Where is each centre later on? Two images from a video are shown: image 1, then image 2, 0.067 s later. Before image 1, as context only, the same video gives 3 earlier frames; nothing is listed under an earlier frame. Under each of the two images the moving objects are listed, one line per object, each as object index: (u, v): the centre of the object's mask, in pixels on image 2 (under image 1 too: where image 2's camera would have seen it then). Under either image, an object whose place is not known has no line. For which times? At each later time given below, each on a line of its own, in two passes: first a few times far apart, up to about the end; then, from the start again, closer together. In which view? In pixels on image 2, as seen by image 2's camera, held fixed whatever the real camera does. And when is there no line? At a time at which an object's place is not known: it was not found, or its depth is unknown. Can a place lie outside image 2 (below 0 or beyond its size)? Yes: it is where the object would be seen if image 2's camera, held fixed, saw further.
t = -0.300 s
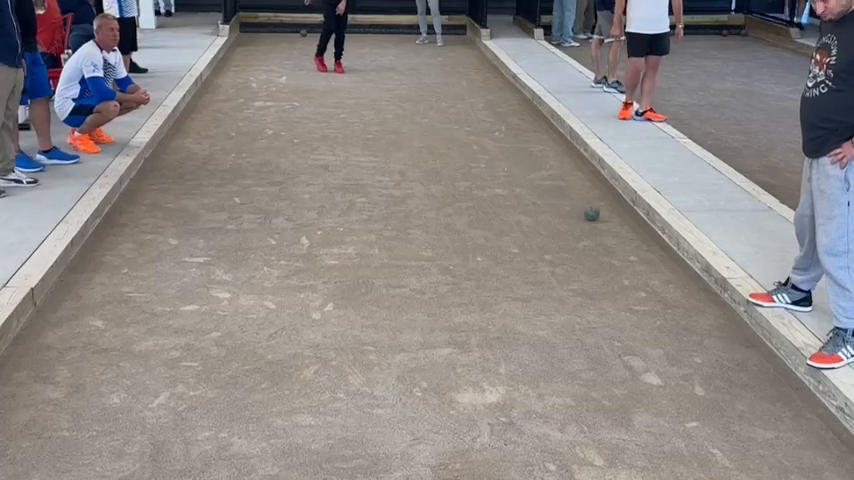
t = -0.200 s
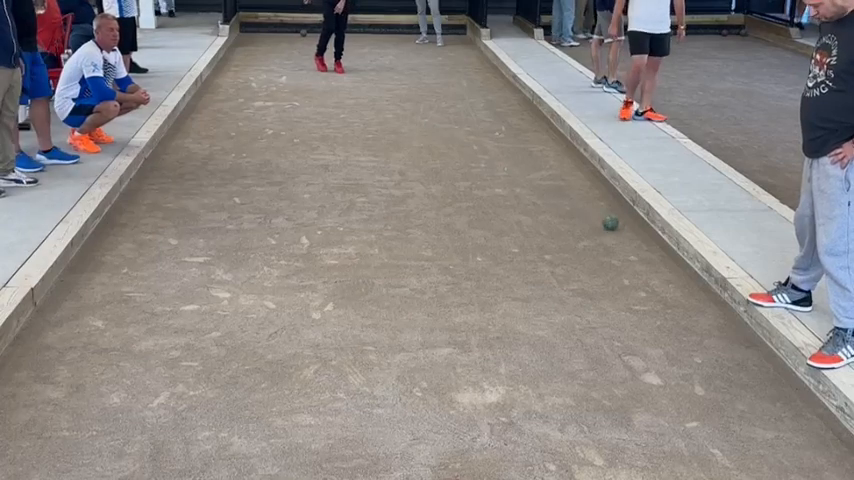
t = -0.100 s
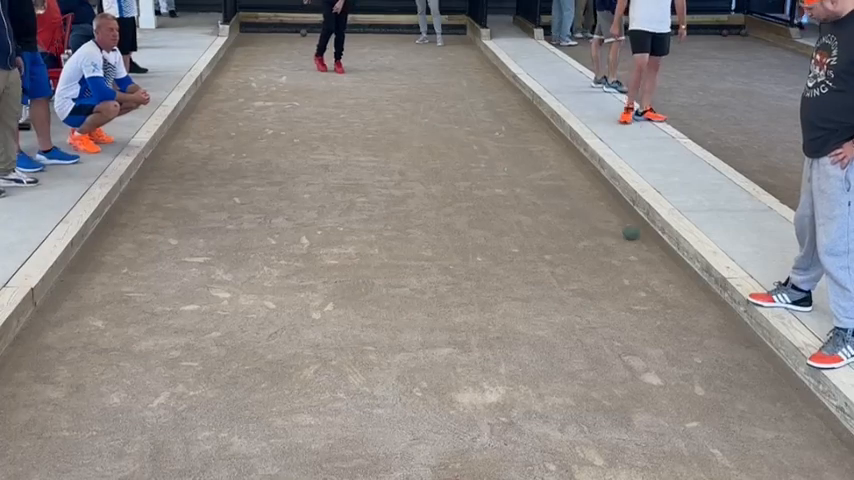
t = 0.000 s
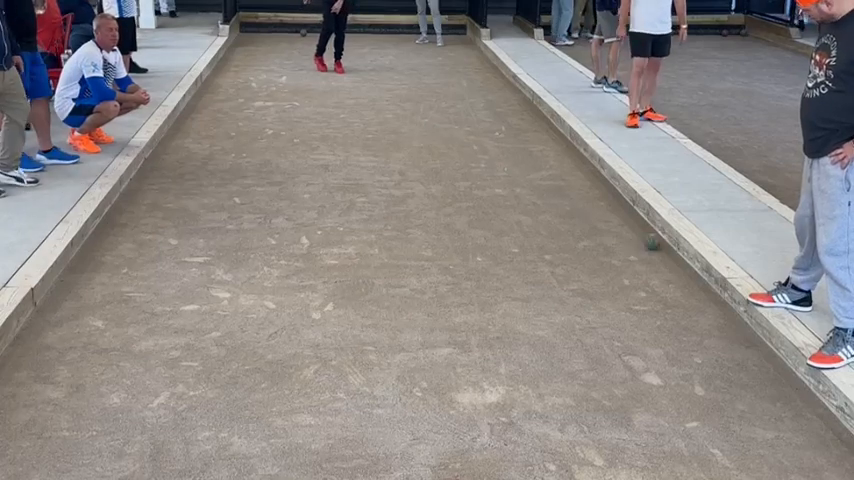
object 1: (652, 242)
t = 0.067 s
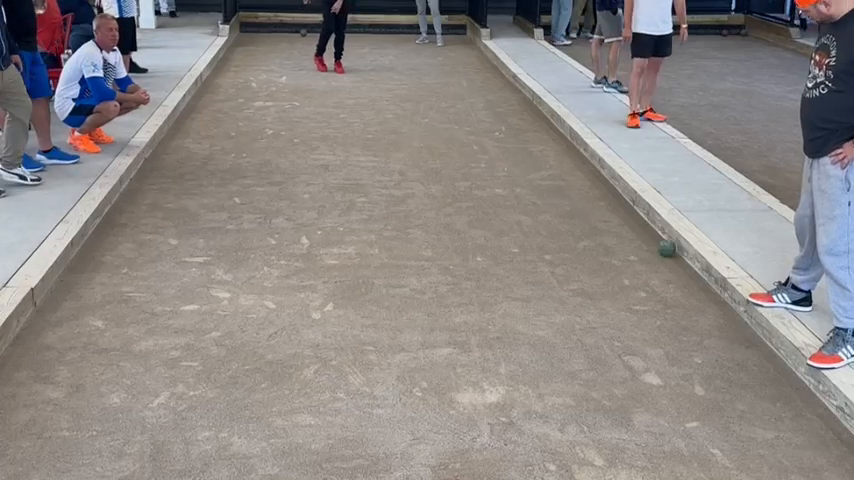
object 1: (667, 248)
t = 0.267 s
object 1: (681, 268)
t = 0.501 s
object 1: (693, 292)
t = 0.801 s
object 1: (708, 328)
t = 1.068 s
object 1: (725, 363)
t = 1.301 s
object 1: (741, 396)
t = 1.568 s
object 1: (765, 438)
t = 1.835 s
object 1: (792, 474)
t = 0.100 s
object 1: (675, 251)
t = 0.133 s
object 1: (679, 255)
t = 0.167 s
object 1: (678, 258)
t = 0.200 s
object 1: (679, 262)
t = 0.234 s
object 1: (680, 265)
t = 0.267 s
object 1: (681, 268)
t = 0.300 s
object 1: (683, 271)
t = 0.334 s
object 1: (685, 275)
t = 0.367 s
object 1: (686, 278)
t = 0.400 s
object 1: (687, 281)
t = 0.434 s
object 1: (689, 285)
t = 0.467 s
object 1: (691, 288)
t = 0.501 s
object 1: (693, 292)
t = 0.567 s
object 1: (696, 299)
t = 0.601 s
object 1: (697, 304)
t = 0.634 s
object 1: (699, 308)
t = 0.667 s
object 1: (701, 312)
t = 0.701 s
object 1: (703, 316)
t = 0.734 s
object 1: (704, 321)
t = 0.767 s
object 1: (706, 324)
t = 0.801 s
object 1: (708, 328)
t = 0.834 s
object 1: (709, 332)
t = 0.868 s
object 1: (712, 337)
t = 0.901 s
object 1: (714, 341)
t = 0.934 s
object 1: (716, 346)
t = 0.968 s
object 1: (718, 350)
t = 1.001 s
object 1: (720, 354)
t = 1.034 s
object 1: (722, 359)
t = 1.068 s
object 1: (725, 363)
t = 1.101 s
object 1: (727, 368)
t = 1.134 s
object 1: (729, 373)
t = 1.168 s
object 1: (731, 378)
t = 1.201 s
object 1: (734, 381)
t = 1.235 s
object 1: (736, 387)
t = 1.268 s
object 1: (738, 392)
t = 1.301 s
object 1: (741, 396)
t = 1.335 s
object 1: (744, 401)
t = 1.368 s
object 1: (747, 405)
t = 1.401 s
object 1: (749, 412)
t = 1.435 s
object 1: (754, 416)
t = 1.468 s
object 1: (756, 421)
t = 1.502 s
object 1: (758, 426)
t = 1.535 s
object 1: (762, 431)
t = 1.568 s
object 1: (765, 438)
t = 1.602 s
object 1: (768, 442)
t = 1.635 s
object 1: (771, 448)
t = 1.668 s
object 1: (775, 454)
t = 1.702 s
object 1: (778, 460)
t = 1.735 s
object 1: (781, 465)
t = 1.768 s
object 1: (785, 469)
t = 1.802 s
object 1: (789, 472)
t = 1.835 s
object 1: (792, 474)
